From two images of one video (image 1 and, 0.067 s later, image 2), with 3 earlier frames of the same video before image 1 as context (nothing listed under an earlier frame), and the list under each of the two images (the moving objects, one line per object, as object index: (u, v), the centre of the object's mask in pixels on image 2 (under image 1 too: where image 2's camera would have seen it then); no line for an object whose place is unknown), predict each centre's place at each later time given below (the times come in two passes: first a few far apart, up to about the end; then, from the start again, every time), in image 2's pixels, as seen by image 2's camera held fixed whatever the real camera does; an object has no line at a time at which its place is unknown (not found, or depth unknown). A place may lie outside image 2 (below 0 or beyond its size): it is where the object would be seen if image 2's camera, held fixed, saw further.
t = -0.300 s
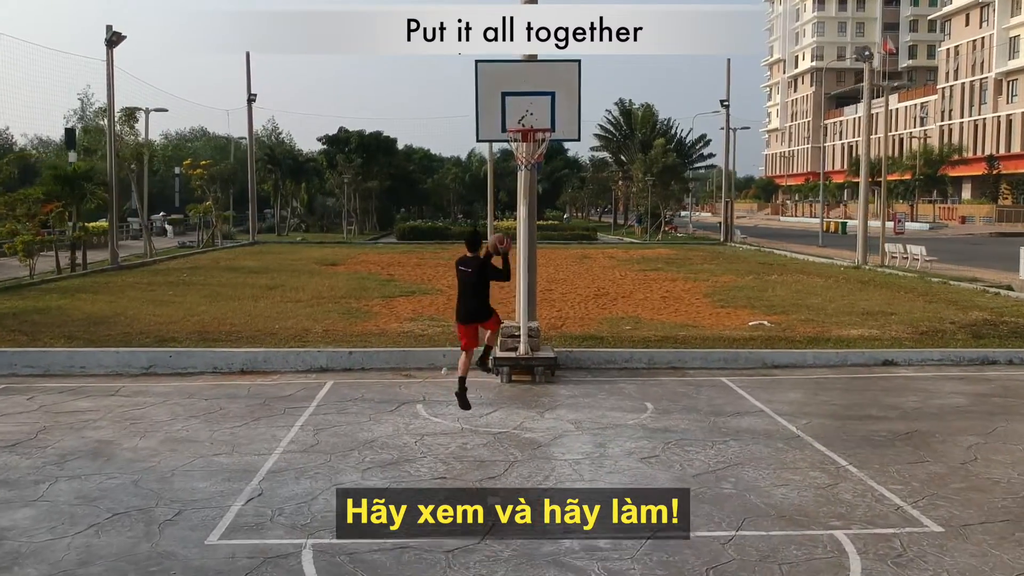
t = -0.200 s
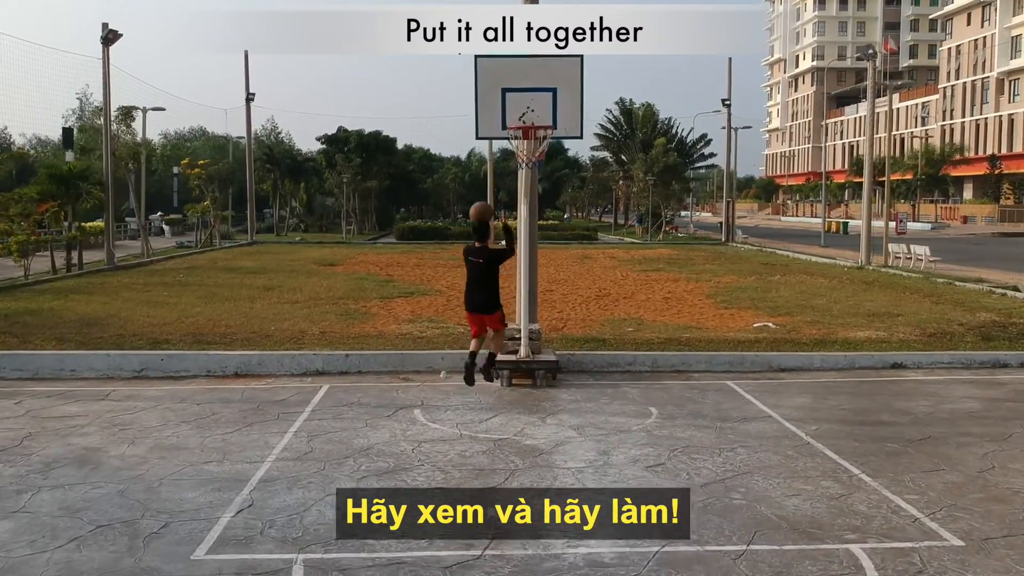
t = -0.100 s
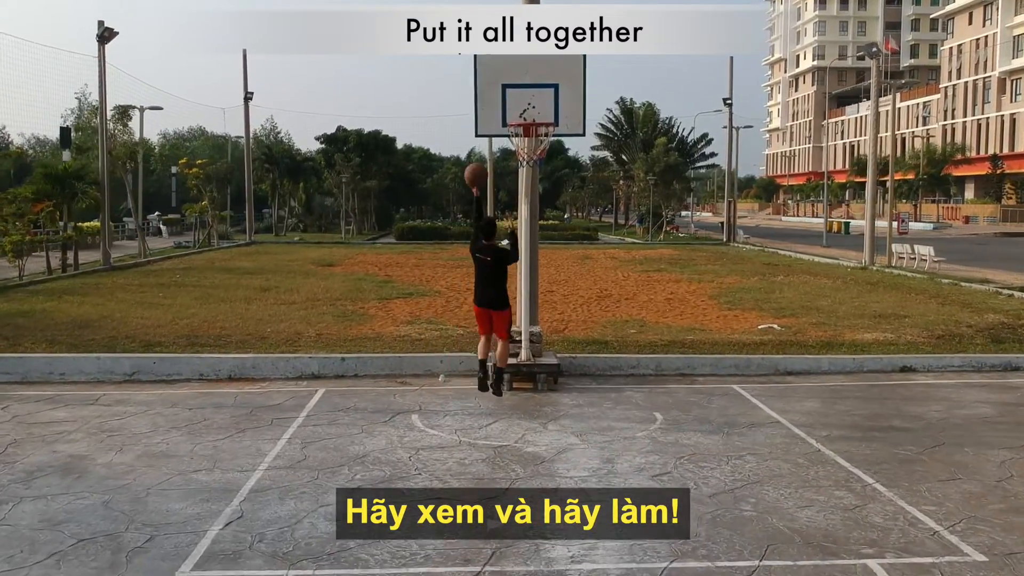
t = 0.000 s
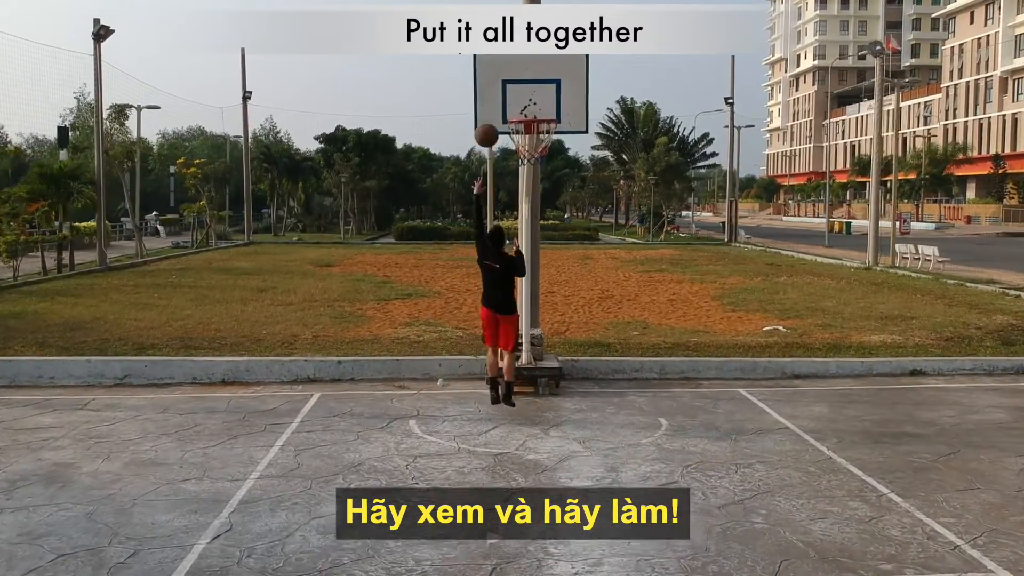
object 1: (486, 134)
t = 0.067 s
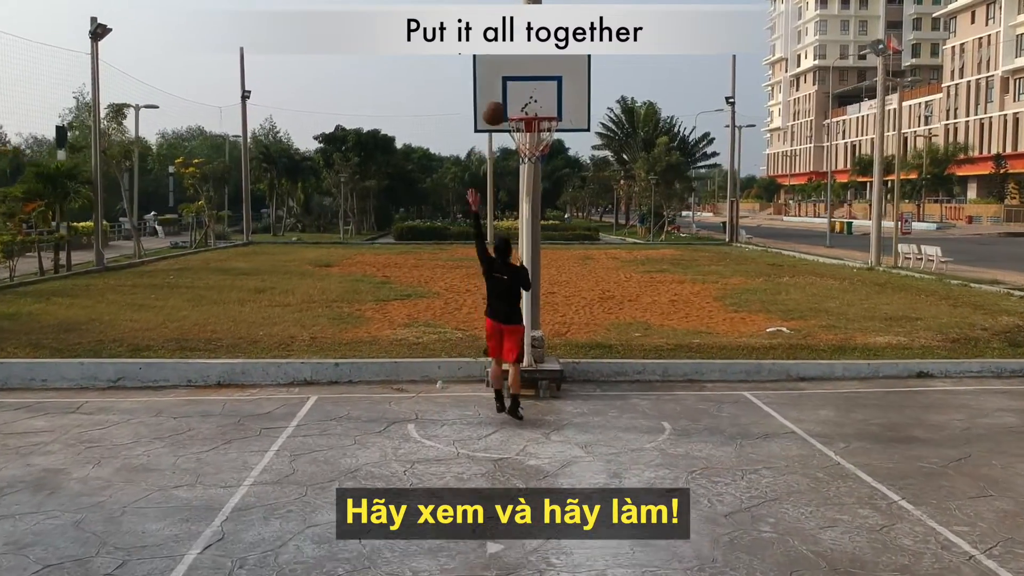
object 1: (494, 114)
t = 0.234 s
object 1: (510, 84)
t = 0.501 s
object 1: (534, 101)
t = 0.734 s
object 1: (530, 134)
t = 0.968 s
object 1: (532, 160)
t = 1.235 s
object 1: (536, 256)
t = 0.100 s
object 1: (498, 105)
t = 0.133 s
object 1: (501, 98)
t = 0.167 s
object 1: (505, 91)
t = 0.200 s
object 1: (507, 87)
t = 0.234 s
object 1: (510, 84)
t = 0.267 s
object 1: (514, 82)
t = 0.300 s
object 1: (516, 81)
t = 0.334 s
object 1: (519, 81)
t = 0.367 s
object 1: (522, 83)
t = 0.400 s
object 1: (525, 85)
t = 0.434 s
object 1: (528, 89)
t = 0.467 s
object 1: (531, 95)
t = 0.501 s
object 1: (534, 101)
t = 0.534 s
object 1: (536, 105)
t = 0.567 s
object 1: (535, 106)
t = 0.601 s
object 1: (534, 116)
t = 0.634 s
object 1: (534, 122)
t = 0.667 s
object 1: (531, 127)
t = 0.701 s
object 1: (530, 132)
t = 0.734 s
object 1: (530, 134)
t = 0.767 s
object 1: (531, 136)
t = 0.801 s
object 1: (530, 140)
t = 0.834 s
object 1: (531, 141)
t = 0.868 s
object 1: (531, 143)
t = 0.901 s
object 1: (532, 148)
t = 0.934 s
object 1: (532, 154)
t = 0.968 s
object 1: (532, 160)
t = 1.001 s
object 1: (533, 167)
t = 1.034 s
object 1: (533, 176)
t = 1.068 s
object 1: (534, 187)
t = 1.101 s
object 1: (535, 198)
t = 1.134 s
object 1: (535, 210)
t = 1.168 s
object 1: (535, 224)
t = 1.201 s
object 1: (536, 239)
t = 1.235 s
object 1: (536, 256)
